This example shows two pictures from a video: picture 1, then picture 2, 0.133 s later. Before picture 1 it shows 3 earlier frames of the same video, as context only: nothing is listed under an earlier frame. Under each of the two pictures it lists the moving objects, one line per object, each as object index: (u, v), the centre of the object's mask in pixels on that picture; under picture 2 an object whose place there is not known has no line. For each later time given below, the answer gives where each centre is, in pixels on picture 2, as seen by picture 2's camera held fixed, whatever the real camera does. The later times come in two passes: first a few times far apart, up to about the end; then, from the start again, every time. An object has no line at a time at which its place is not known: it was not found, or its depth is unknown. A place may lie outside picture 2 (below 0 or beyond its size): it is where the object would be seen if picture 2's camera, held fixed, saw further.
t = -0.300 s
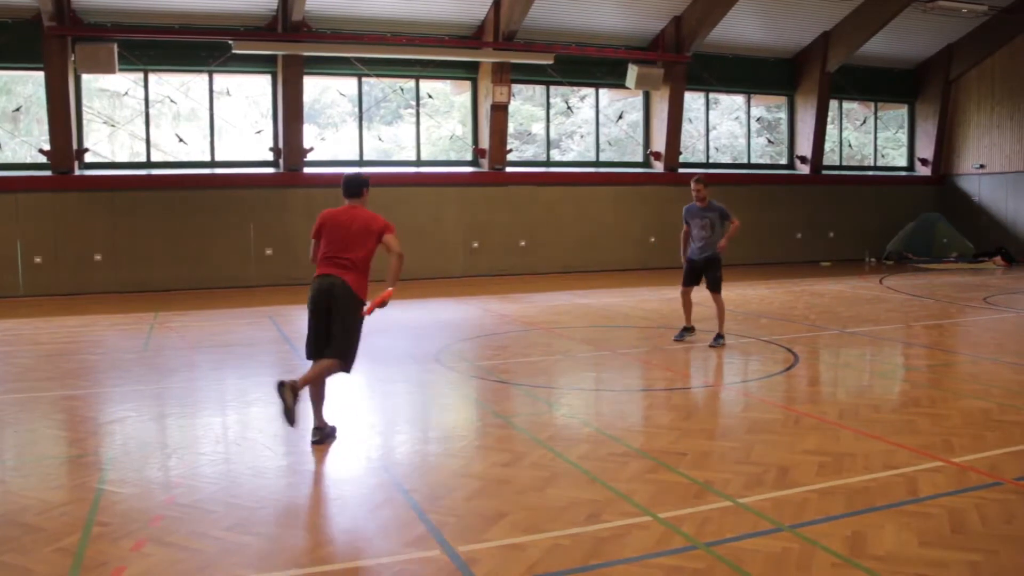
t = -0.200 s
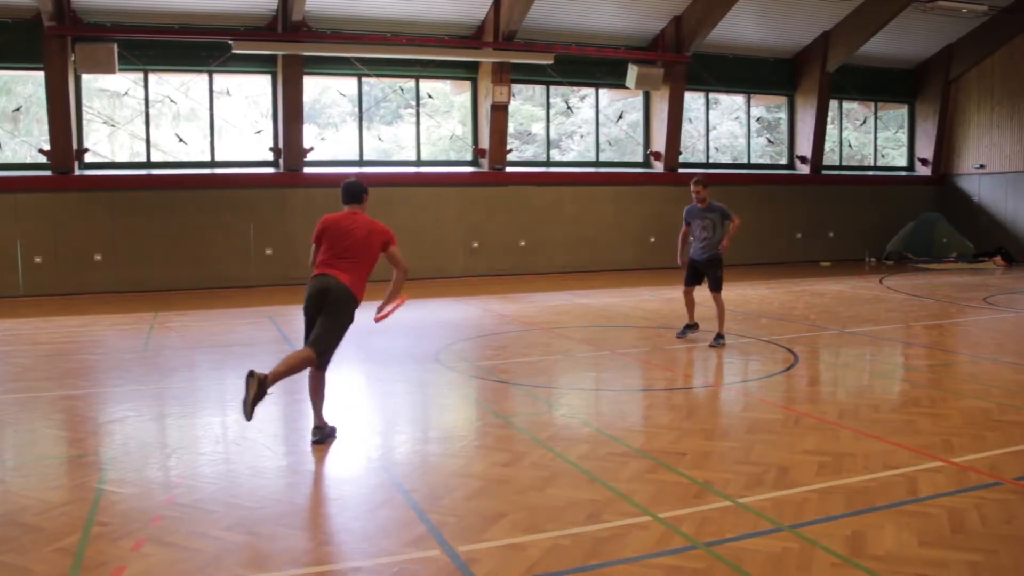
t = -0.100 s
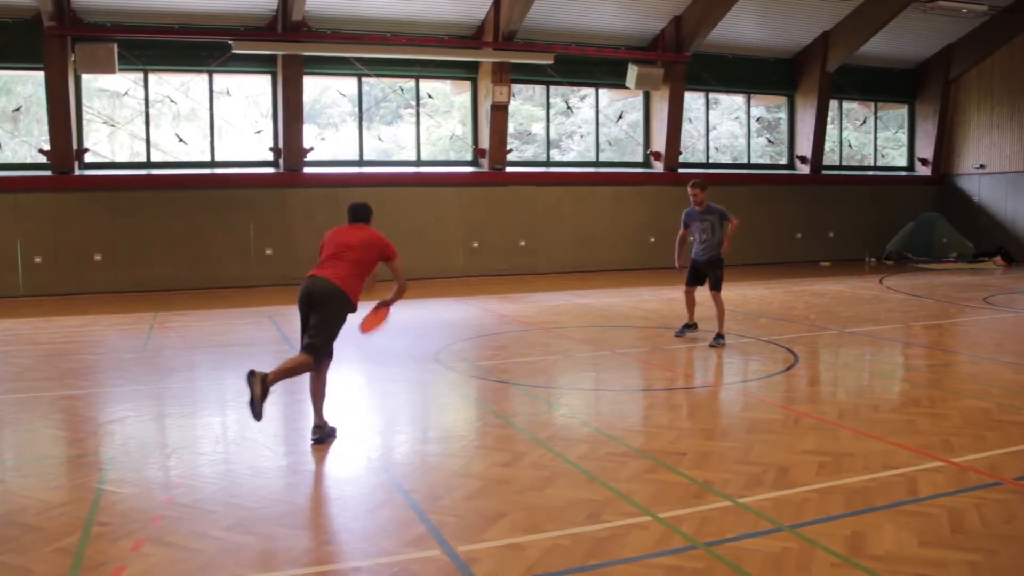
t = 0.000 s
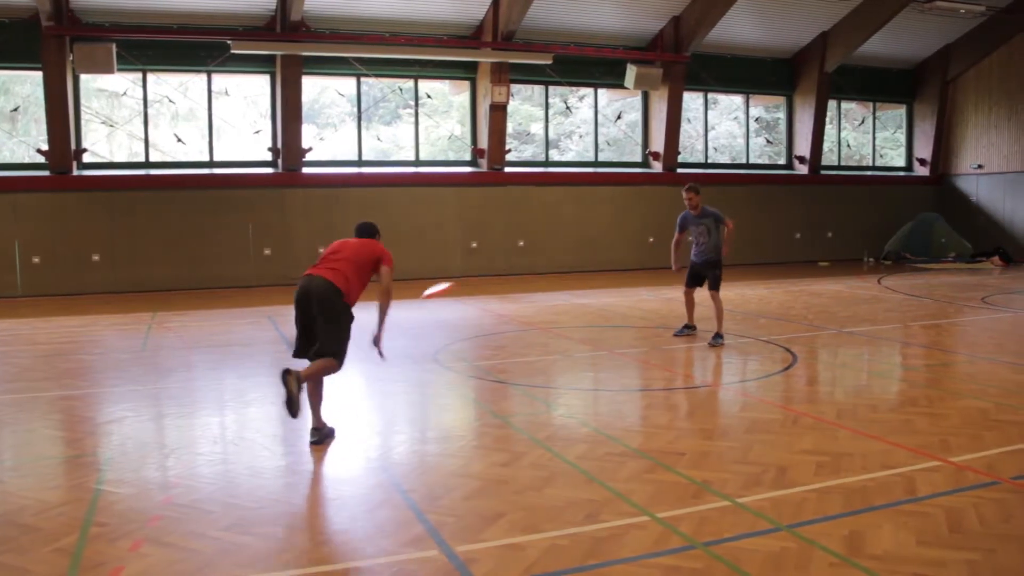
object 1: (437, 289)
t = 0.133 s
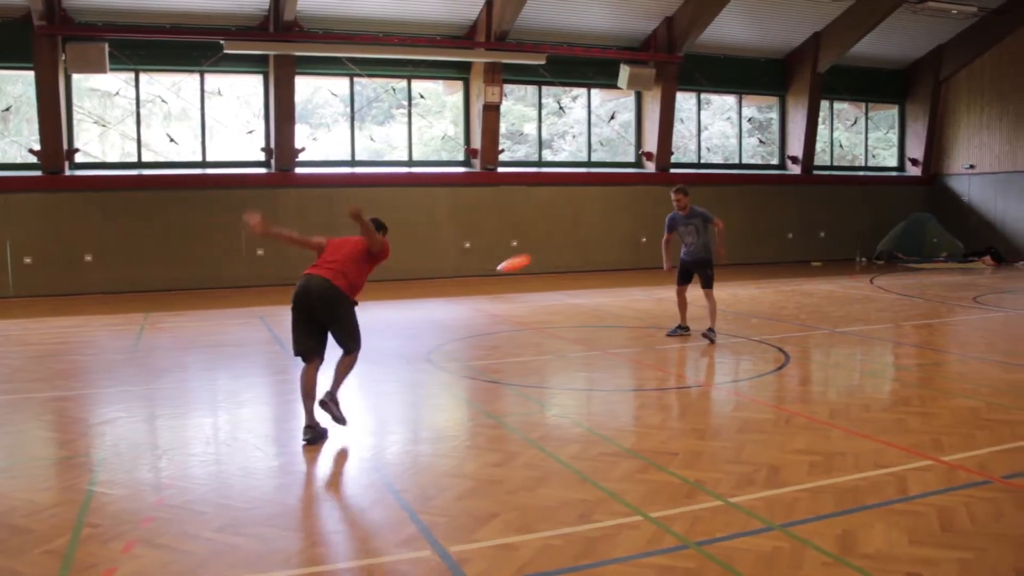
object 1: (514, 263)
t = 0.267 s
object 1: (575, 243)
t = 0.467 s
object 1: (636, 226)
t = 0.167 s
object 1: (532, 257)
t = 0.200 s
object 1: (547, 252)
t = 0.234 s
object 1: (561, 247)
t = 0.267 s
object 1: (575, 243)
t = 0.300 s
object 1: (588, 239)
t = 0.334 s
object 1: (599, 235)
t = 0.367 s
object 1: (609, 232)
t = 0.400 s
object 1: (619, 230)
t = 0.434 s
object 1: (628, 228)
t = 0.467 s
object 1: (636, 226)
